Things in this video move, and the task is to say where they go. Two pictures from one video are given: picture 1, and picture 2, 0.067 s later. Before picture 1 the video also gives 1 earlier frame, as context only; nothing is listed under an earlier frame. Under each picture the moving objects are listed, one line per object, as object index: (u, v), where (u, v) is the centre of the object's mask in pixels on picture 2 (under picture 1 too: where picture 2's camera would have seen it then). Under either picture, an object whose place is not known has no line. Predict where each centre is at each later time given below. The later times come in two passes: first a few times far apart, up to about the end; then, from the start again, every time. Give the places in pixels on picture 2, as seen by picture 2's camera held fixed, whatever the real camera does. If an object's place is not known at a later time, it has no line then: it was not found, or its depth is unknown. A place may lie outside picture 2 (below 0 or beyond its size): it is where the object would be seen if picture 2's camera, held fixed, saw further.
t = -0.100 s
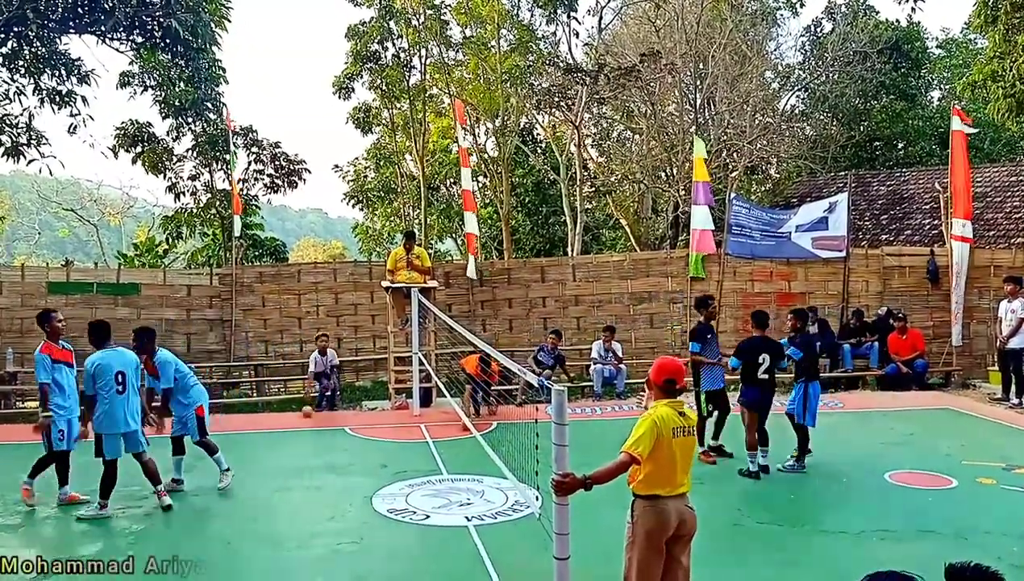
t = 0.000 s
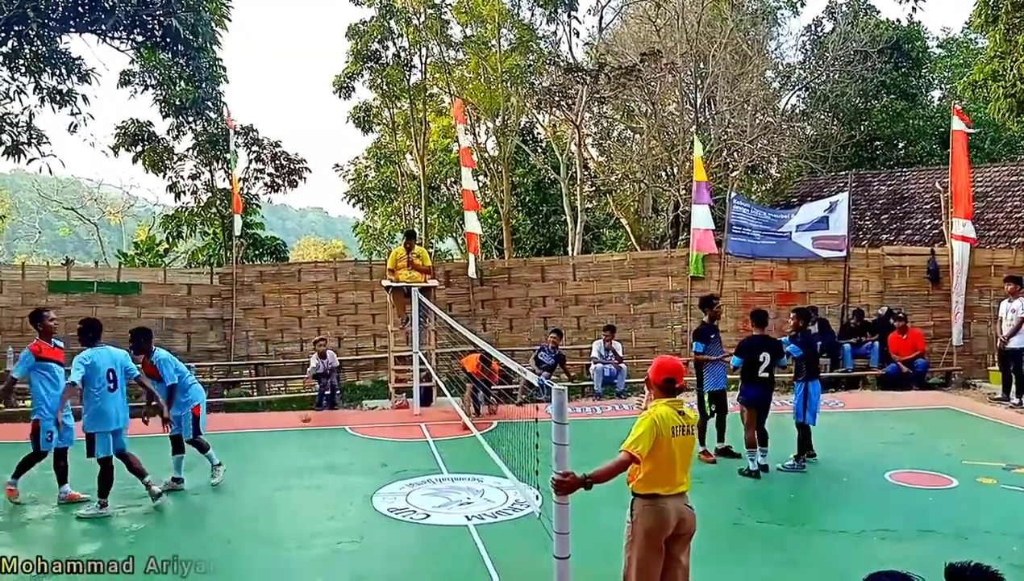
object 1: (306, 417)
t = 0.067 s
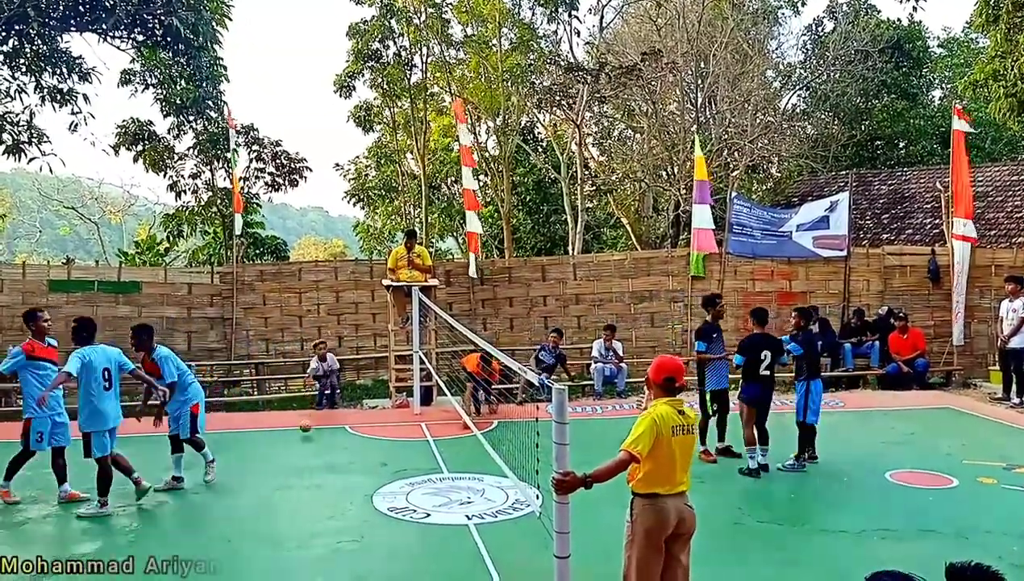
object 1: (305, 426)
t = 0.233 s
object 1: (303, 451)
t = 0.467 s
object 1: (301, 490)
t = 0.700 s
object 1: (301, 536)
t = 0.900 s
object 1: (300, 582)
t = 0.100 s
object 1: (304, 432)
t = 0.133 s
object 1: (304, 439)
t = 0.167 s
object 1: (304, 442)
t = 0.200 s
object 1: (303, 446)
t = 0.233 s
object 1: (303, 451)
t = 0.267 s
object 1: (303, 458)
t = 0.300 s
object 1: (303, 462)
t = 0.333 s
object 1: (302, 466)
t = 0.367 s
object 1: (302, 472)
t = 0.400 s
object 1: (301, 478)
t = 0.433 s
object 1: (301, 485)
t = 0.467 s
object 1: (301, 490)
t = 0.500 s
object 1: (301, 496)
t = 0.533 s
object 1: (301, 503)
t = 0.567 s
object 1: (301, 508)
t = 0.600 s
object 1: (301, 515)
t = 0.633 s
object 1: (301, 523)
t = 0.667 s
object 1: (301, 529)
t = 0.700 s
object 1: (301, 536)
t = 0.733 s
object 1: (300, 545)
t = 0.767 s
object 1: (300, 553)
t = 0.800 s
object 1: (300, 562)
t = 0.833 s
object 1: (300, 571)
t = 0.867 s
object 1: (300, 578)
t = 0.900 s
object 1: (300, 582)
